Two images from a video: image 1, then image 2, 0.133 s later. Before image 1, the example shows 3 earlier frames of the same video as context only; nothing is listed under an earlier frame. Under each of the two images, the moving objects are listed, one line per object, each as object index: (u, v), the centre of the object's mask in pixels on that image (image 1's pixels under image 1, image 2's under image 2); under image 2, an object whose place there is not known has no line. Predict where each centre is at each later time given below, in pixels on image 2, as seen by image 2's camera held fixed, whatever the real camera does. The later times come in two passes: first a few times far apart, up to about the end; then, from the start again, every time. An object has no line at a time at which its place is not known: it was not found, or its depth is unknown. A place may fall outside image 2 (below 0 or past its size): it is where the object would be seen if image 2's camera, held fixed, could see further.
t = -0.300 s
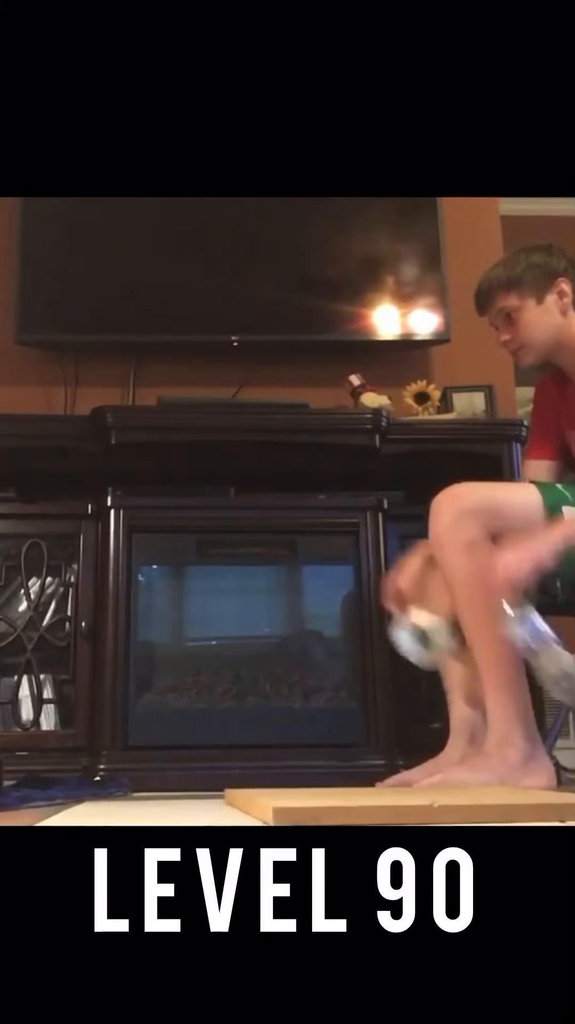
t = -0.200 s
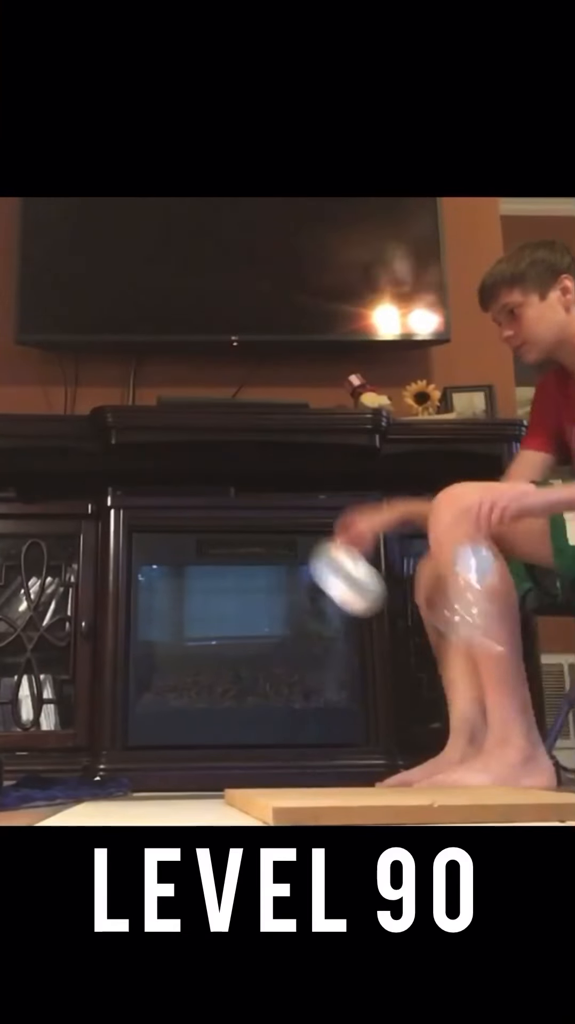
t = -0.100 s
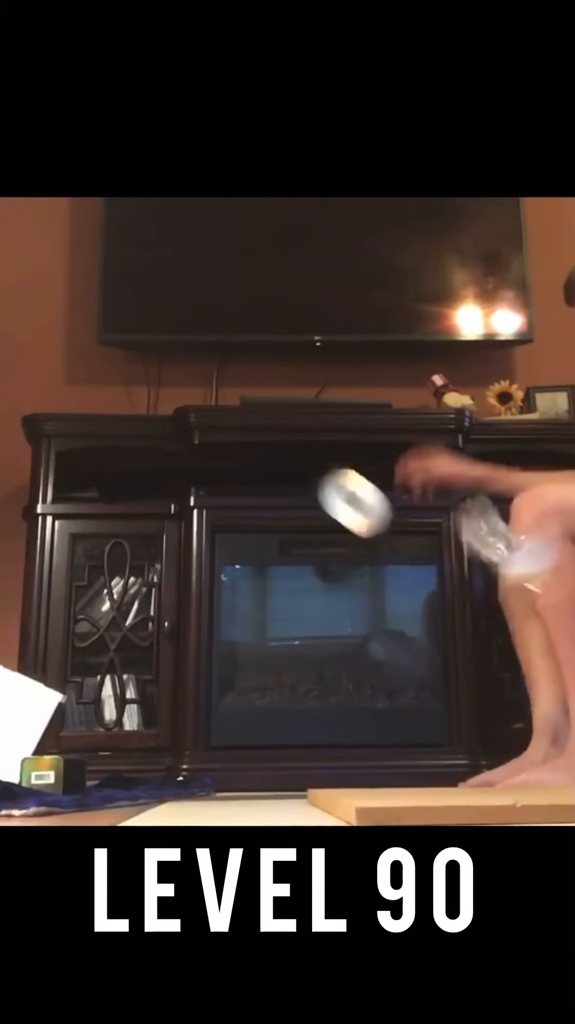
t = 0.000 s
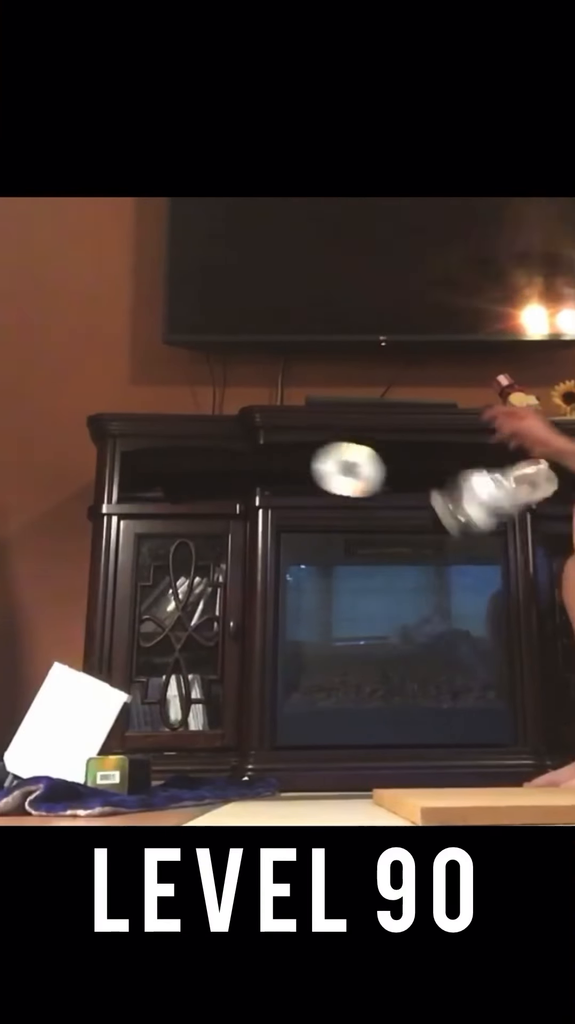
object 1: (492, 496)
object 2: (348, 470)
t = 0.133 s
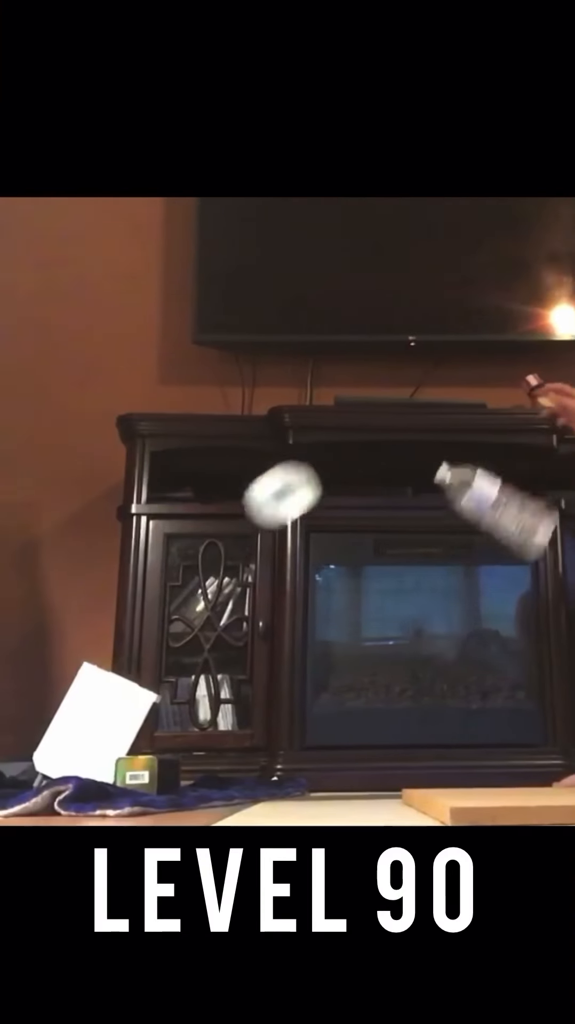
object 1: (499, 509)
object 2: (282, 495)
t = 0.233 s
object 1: (479, 602)
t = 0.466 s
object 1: (458, 726)
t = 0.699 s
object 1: (472, 727)
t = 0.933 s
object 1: (472, 727)
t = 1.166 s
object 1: (472, 727)
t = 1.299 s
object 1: (472, 727)
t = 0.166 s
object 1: (491, 531)
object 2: (258, 513)
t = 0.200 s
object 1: (485, 562)
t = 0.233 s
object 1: (479, 602)
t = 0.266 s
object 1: (473, 651)
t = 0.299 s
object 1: (466, 706)
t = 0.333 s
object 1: (458, 726)
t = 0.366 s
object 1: (456, 727)
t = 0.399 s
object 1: (457, 726)
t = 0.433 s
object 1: (458, 726)
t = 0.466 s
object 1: (458, 726)
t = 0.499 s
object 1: (460, 725)
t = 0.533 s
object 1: (465, 724)
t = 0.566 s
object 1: (471, 726)
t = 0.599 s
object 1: (473, 726)
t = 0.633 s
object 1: (471, 727)
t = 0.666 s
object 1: (472, 726)
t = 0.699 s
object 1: (472, 727)
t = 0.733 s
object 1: (472, 726)
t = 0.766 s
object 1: (472, 727)
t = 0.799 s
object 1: (472, 727)
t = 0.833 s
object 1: (472, 727)
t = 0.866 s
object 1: (472, 727)
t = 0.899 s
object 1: (472, 727)
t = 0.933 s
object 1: (472, 727)
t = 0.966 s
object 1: (472, 727)
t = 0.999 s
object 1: (472, 727)
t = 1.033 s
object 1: (472, 727)
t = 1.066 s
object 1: (472, 727)
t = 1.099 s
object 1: (472, 727)
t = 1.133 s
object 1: (472, 727)
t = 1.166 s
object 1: (472, 727)
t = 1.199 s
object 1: (472, 727)
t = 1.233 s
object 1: (472, 727)
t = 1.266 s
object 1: (472, 727)
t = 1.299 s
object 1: (472, 727)
